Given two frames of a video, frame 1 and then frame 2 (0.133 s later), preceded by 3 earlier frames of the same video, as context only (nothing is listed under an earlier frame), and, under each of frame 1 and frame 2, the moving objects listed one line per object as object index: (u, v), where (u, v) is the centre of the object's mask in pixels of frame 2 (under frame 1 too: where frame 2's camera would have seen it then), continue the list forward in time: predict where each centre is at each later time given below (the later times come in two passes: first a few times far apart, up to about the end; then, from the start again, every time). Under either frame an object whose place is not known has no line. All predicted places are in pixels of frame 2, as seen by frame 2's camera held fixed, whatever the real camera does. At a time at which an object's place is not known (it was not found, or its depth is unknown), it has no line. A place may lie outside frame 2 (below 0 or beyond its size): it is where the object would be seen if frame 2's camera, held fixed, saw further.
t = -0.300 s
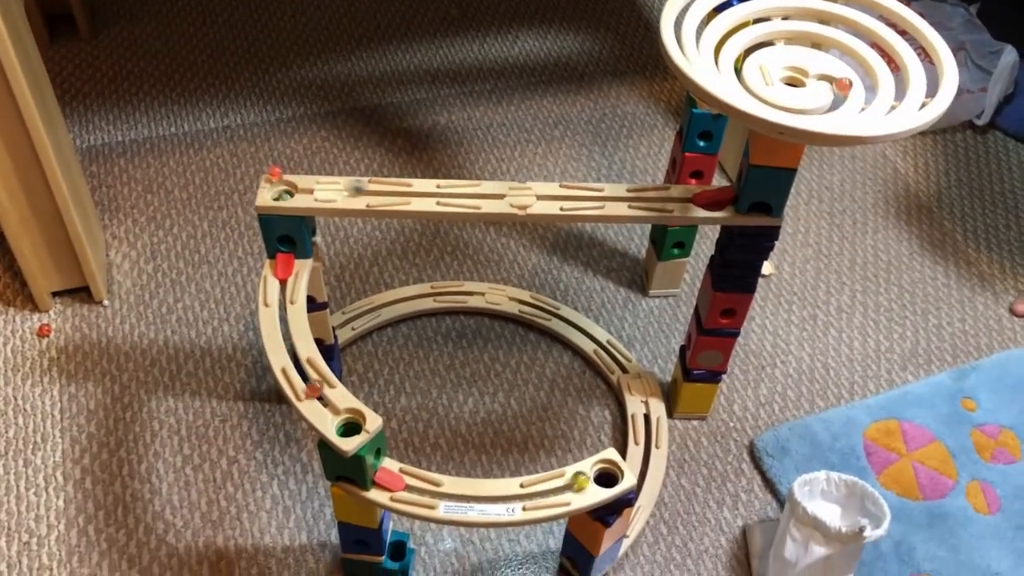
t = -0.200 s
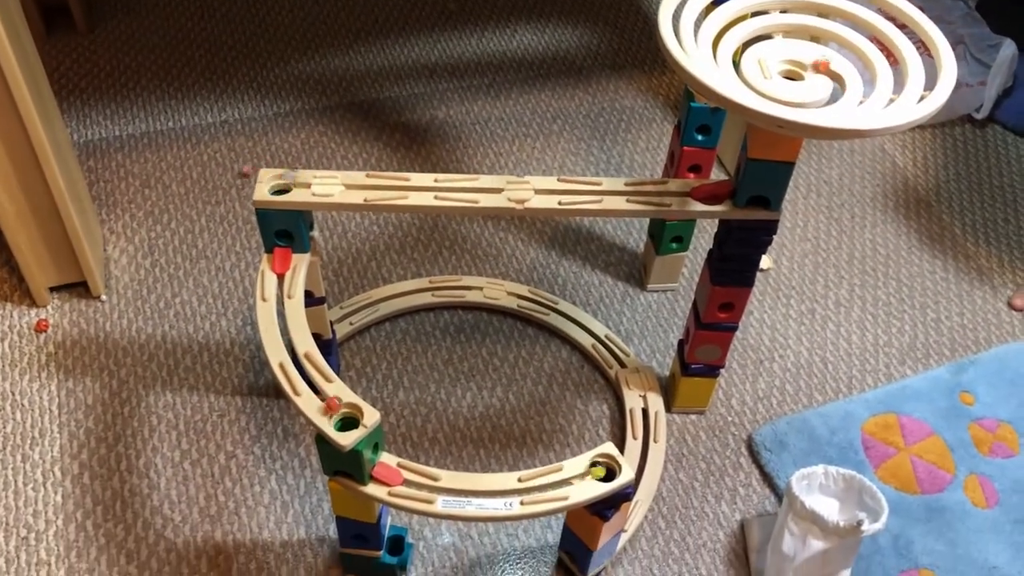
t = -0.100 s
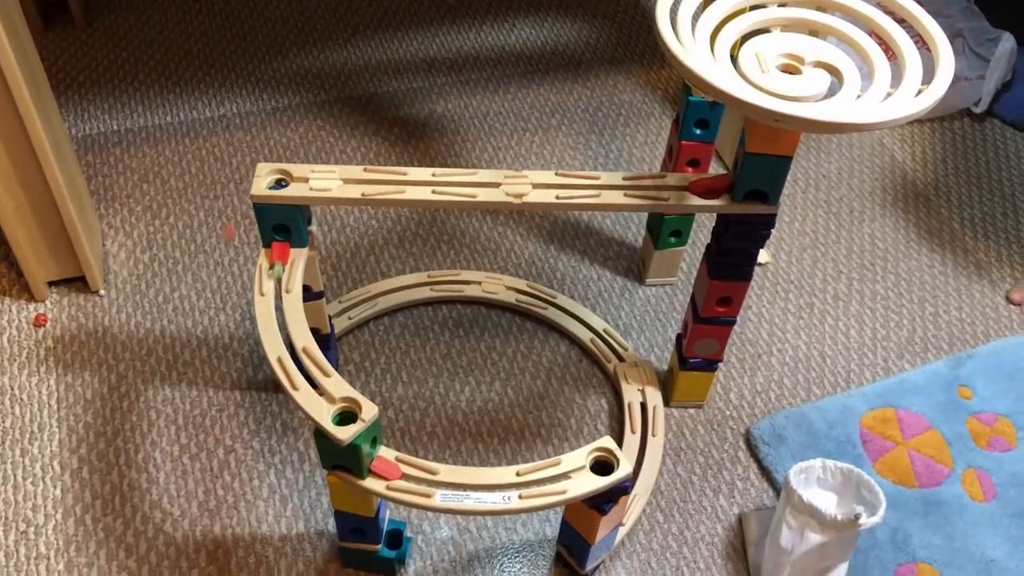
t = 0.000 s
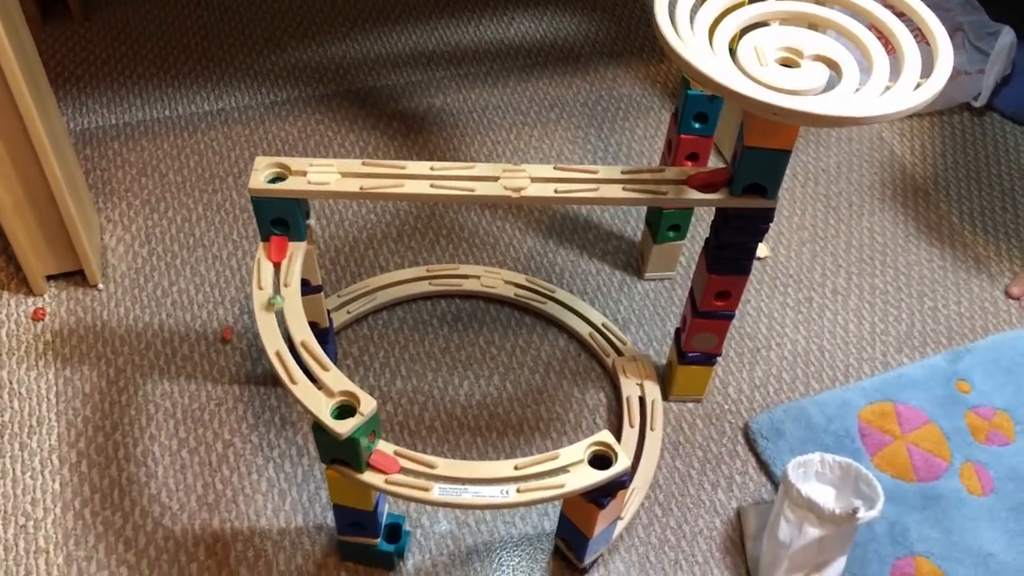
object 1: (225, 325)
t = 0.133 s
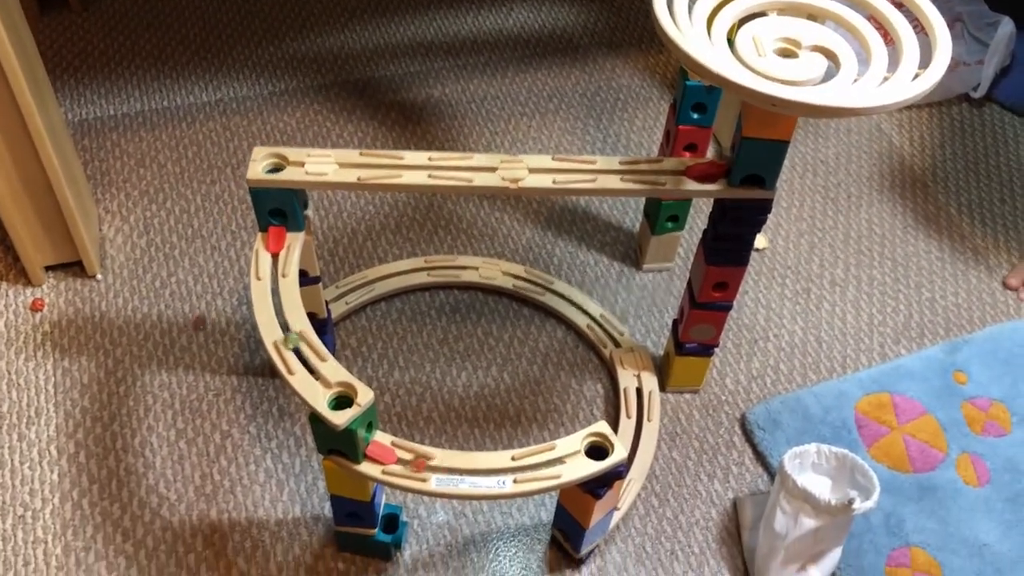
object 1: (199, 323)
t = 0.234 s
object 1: (184, 318)
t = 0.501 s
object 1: (153, 308)
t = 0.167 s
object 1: (194, 321)
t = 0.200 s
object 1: (188, 319)
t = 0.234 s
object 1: (184, 318)
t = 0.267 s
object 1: (180, 316)
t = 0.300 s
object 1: (175, 316)
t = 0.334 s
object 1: (172, 315)
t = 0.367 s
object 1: (167, 314)
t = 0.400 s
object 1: (162, 312)
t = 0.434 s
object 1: (160, 311)
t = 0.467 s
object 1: (156, 309)
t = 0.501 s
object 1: (153, 308)
